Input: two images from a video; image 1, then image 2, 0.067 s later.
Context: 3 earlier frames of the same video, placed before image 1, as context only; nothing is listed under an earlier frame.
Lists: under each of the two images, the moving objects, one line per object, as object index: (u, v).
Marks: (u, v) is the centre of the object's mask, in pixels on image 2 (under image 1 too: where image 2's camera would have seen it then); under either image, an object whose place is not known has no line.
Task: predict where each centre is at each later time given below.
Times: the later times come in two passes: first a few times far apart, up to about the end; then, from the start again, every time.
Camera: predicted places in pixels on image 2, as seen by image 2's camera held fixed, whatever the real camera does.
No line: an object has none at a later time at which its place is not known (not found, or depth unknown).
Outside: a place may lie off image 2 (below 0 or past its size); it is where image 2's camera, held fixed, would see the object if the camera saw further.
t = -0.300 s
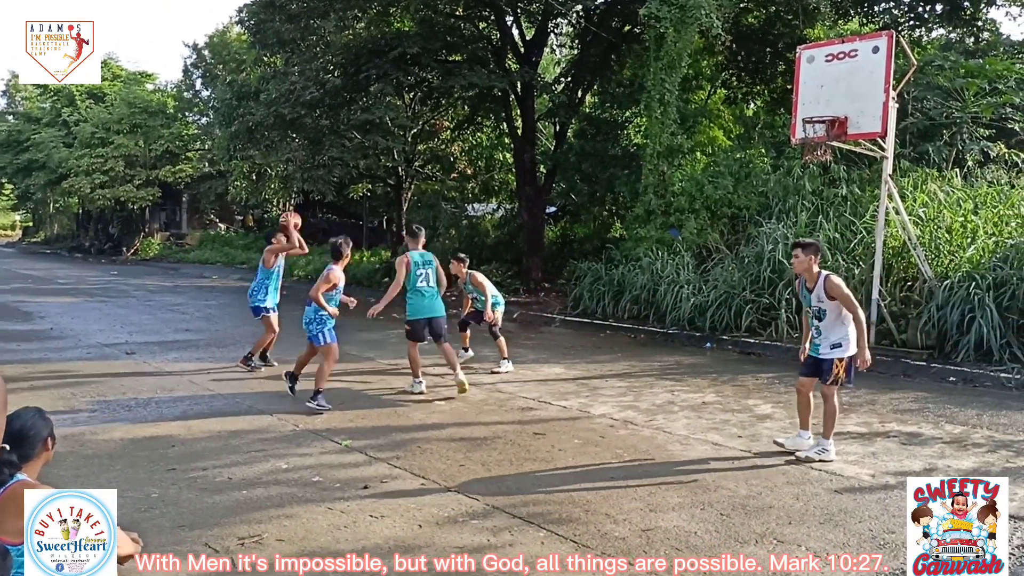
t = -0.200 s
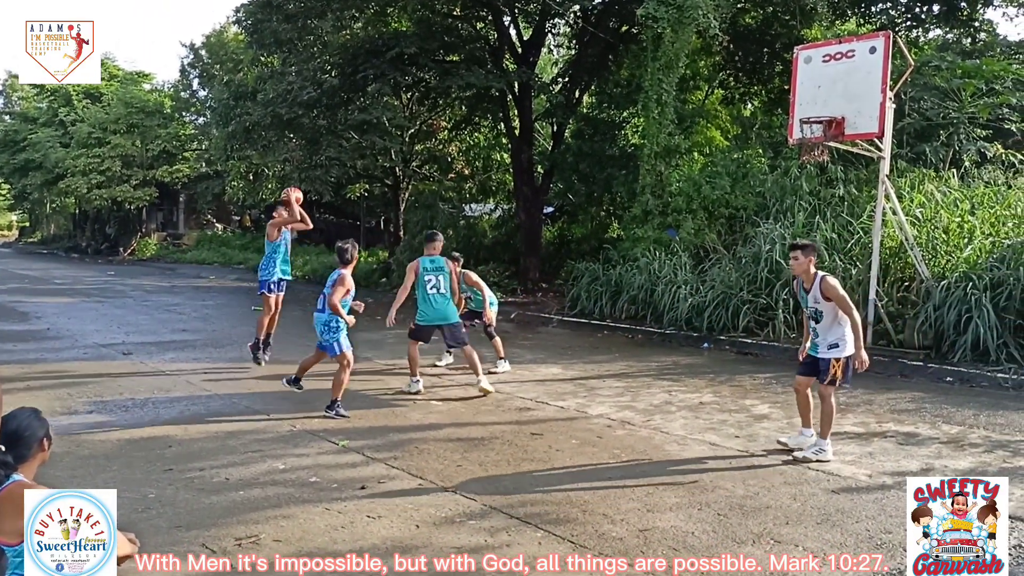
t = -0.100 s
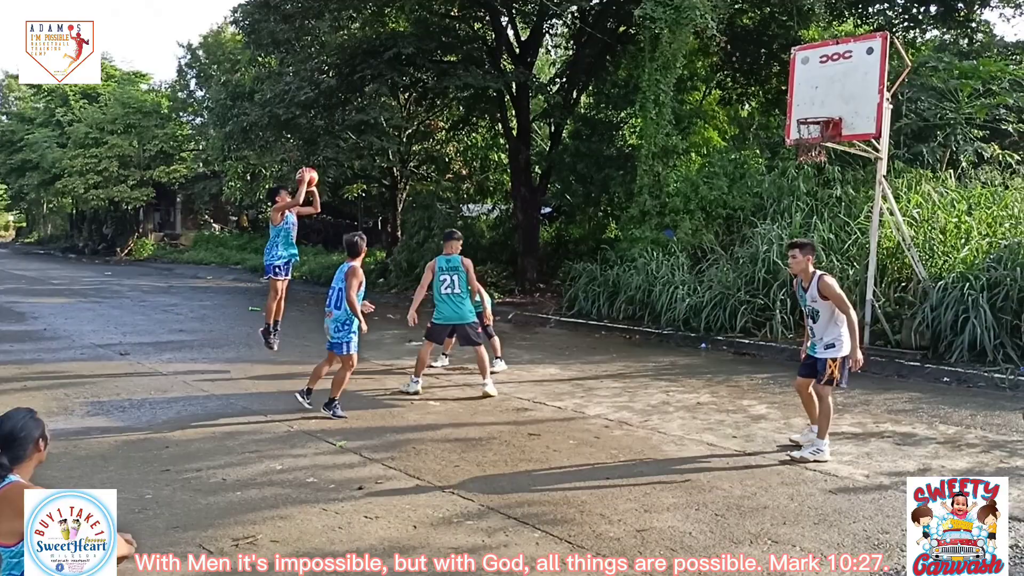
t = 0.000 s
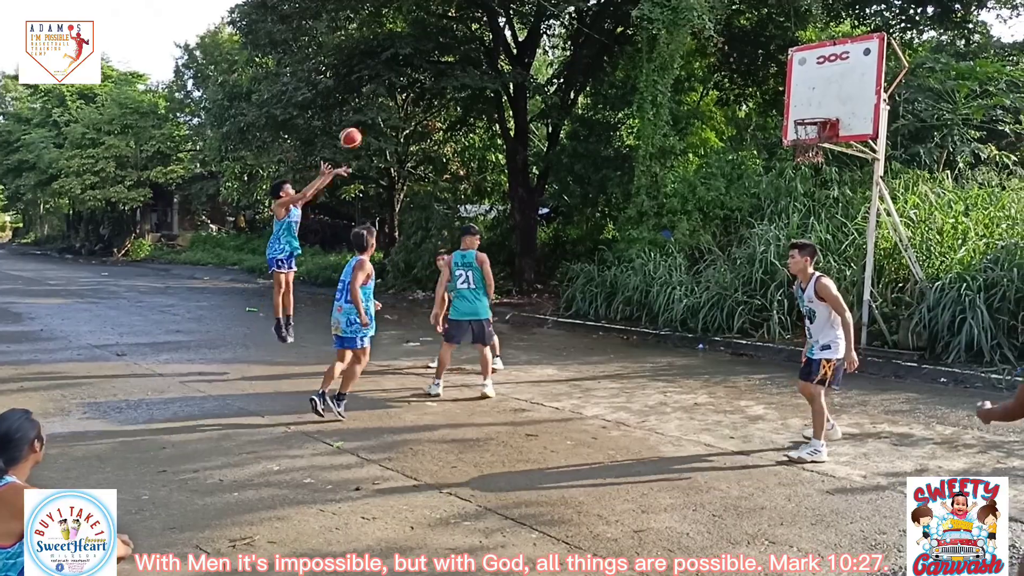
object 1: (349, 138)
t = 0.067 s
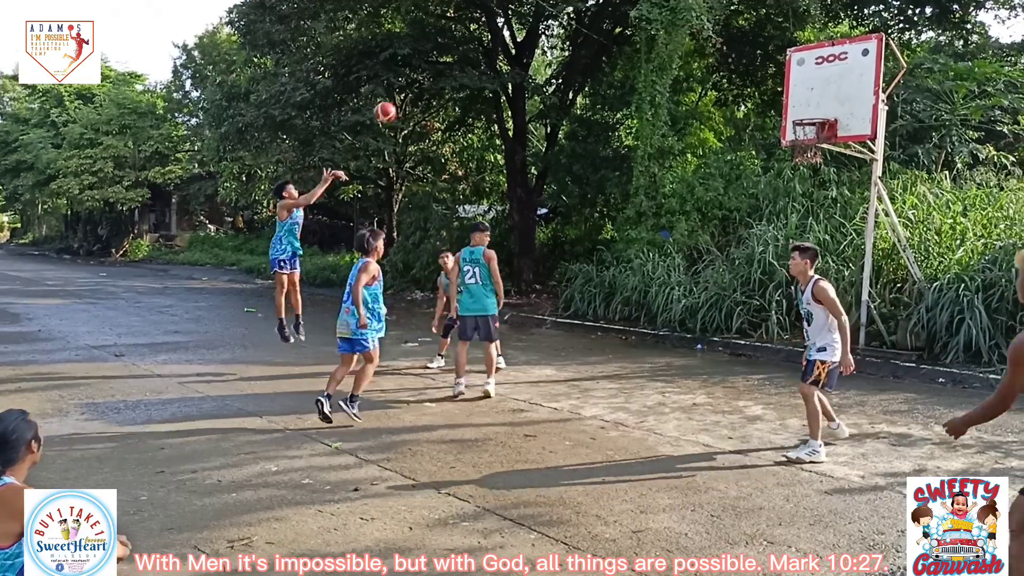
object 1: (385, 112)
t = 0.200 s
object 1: (456, 72)
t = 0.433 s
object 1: (577, 39)
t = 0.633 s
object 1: (677, 45)
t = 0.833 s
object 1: (773, 85)
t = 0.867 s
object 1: (789, 96)
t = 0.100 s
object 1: (403, 101)
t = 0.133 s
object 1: (421, 90)
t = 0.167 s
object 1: (438, 81)
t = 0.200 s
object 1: (456, 72)
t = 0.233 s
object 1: (473, 65)
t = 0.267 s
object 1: (491, 59)
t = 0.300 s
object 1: (508, 53)
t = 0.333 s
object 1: (526, 48)
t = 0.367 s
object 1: (542, 44)
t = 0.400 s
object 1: (560, 41)
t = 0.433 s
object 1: (577, 39)
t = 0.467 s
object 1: (593, 38)
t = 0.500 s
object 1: (610, 38)
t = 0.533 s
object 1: (627, 38)
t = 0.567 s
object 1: (644, 39)
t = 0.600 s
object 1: (660, 42)
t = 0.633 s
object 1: (677, 45)
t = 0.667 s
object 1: (693, 50)
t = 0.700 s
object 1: (709, 55)
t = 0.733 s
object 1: (725, 61)
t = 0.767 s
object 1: (741, 69)
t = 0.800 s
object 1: (757, 76)
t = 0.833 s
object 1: (773, 85)
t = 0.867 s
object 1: (789, 96)
